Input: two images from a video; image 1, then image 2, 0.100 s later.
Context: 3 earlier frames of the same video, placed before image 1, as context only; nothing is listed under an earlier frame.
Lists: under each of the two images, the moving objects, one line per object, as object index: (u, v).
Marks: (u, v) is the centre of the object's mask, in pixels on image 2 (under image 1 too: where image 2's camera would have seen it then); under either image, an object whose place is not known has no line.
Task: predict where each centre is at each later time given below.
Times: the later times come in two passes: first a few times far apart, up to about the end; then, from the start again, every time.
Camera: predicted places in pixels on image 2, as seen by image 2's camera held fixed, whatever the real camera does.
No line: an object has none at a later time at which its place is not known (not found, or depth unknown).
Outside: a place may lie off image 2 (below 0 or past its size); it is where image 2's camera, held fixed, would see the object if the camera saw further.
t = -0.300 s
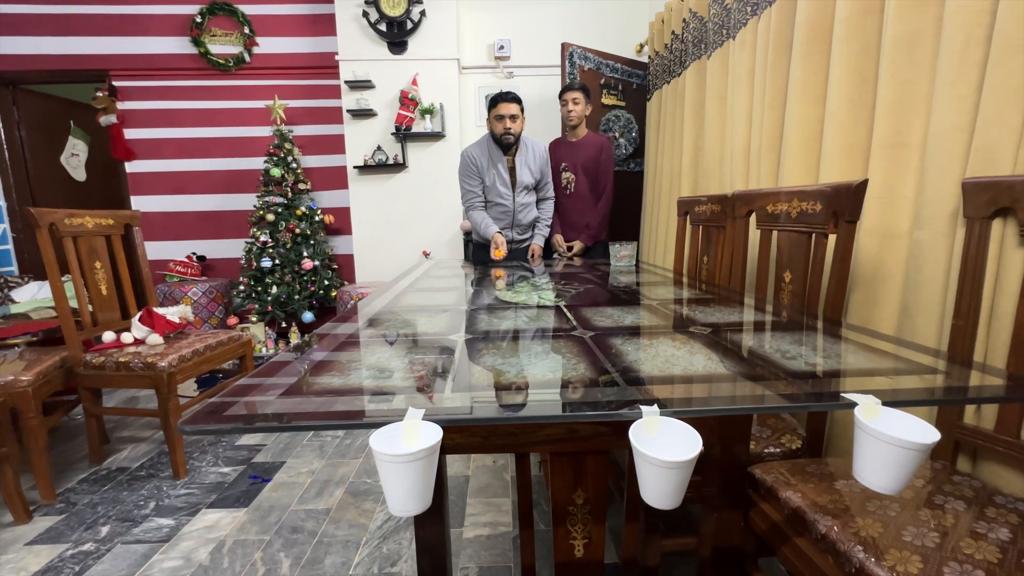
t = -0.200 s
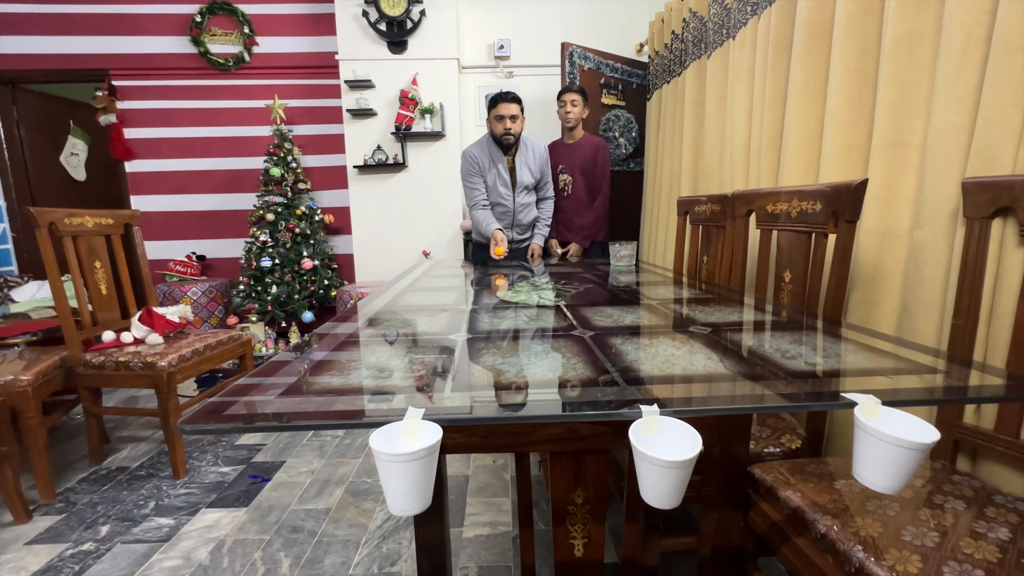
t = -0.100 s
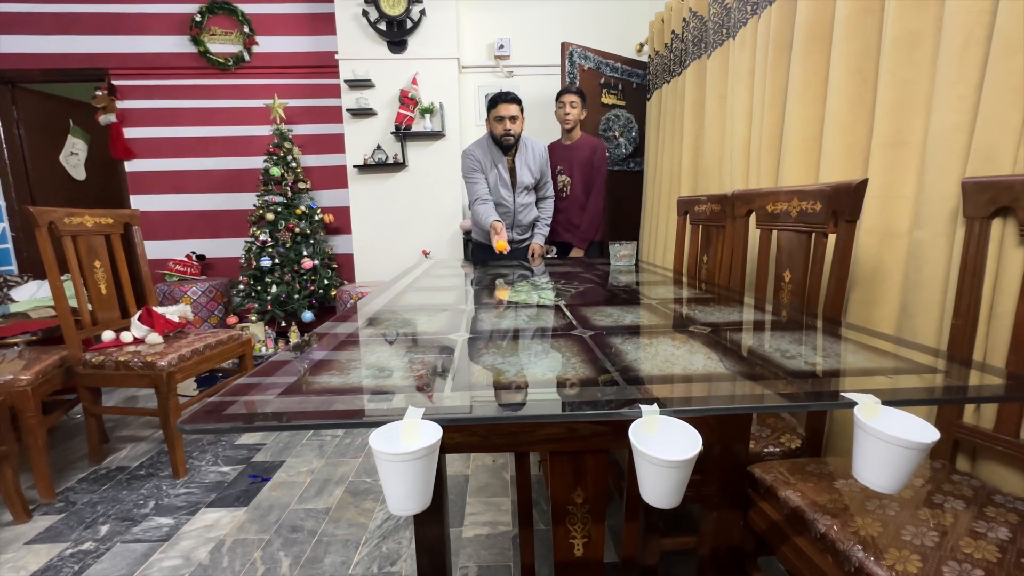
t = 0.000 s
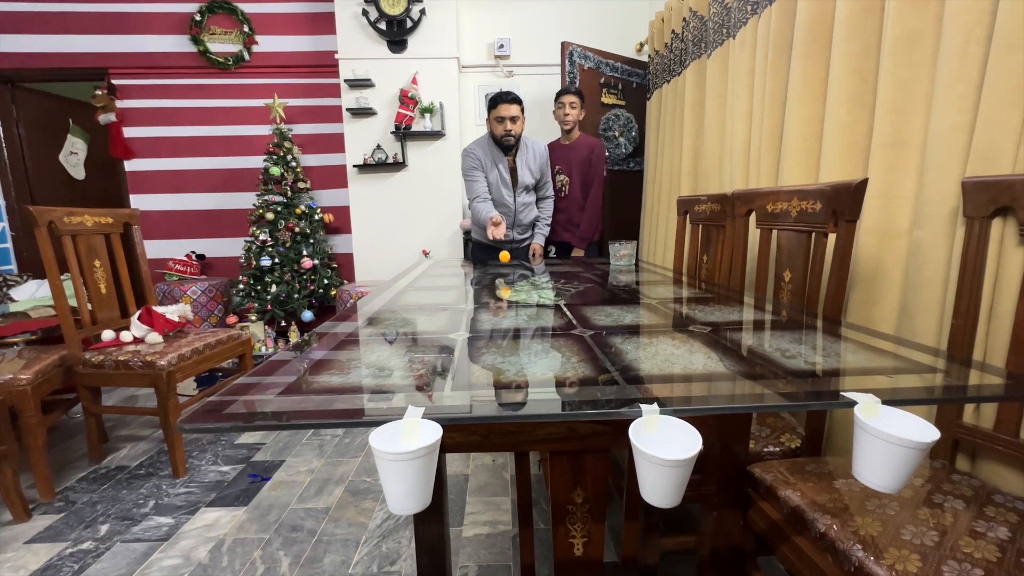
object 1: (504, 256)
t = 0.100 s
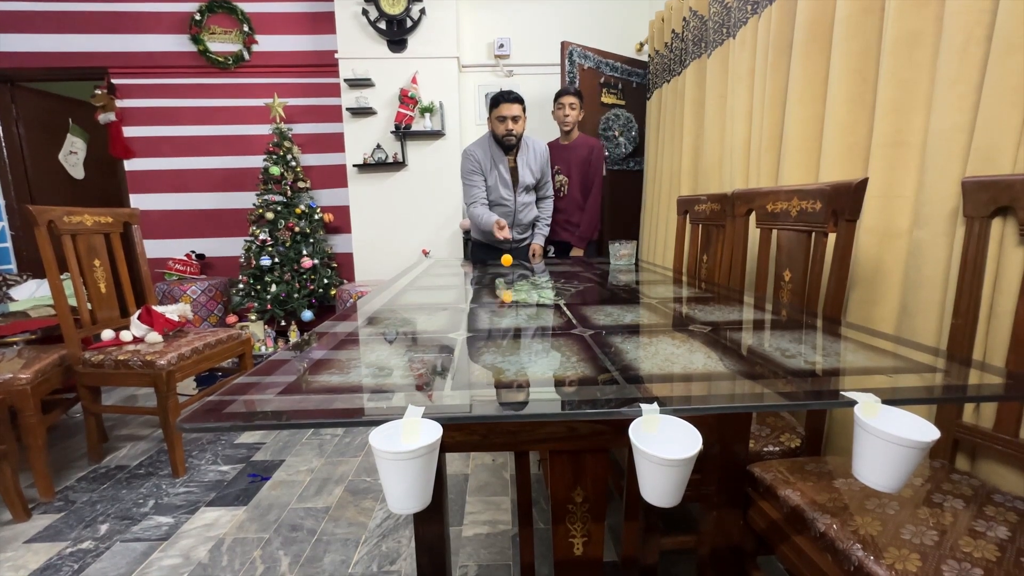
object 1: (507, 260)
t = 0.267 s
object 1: (509, 279)
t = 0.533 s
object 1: (504, 280)
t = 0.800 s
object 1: (499, 308)
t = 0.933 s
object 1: (501, 325)
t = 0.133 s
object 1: (507, 257)
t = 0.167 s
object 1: (507, 257)
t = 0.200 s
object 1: (508, 261)
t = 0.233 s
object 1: (509, 268)
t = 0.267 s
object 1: (509, 279)
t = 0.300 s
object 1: (509, 274)
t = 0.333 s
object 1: (509, 272)
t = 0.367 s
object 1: (508, 273)
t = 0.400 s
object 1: (508, 277)
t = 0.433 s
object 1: (507, 285)
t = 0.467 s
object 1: (506, 284)
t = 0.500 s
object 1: (505, 281)
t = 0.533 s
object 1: (504, 280)
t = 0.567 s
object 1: (502, 283)
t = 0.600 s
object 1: (501, 293)
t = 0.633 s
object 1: (500, 298)
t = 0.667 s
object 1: (500, 293)
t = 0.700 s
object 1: (500, 293)
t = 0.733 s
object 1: (499, 299)
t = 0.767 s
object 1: (499, 310)
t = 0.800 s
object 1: (499, 308)
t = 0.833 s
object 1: (499, 307)
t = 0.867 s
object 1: (500, 311)
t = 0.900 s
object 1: (500, 323)
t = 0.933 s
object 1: (501, 325)
